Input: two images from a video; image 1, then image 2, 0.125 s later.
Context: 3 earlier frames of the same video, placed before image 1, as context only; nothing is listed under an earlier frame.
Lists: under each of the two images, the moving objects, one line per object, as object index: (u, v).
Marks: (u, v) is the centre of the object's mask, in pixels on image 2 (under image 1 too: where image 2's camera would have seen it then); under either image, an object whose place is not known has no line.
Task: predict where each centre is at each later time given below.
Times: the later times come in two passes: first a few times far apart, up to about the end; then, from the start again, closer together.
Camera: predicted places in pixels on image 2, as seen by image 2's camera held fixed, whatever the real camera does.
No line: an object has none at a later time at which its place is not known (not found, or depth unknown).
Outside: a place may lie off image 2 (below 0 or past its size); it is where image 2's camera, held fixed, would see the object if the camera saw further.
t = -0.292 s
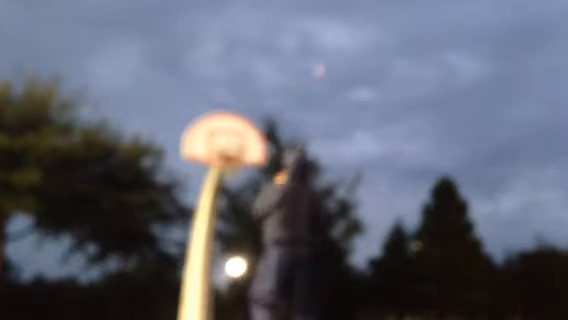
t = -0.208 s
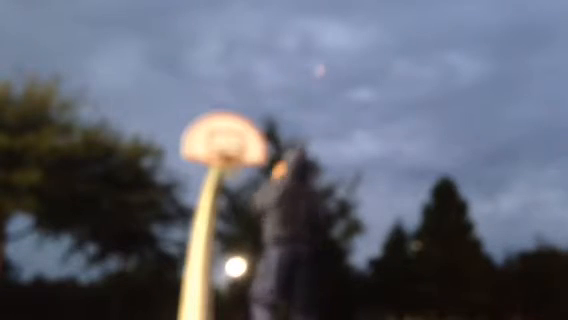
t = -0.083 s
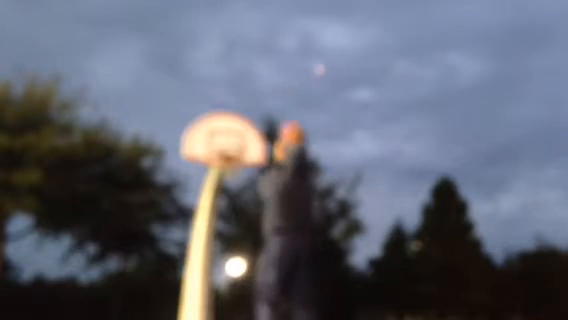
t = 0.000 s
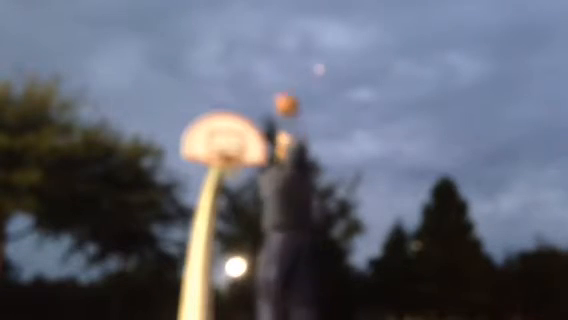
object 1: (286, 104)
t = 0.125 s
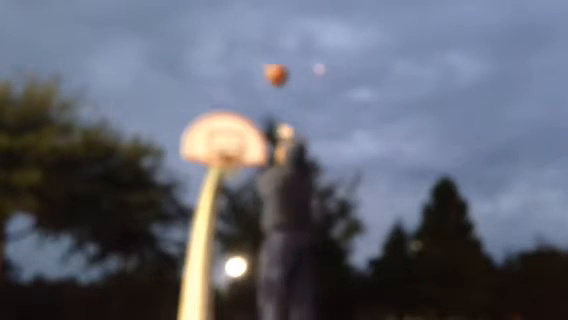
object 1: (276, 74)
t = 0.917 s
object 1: (232, 155)
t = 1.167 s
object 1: (228, 160)
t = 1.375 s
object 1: (225, 162)
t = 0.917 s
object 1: (232, 155)
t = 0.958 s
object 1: (229, 163)
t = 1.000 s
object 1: (226, 161)
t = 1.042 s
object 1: (228, 162)
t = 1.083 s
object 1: (227, 162)
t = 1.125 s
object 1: (228, 162)
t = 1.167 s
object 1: (228, 160)
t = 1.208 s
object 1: (227, 161)
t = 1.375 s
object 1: (225, 162)
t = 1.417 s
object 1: (231, 167)
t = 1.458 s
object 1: (231, 168)
